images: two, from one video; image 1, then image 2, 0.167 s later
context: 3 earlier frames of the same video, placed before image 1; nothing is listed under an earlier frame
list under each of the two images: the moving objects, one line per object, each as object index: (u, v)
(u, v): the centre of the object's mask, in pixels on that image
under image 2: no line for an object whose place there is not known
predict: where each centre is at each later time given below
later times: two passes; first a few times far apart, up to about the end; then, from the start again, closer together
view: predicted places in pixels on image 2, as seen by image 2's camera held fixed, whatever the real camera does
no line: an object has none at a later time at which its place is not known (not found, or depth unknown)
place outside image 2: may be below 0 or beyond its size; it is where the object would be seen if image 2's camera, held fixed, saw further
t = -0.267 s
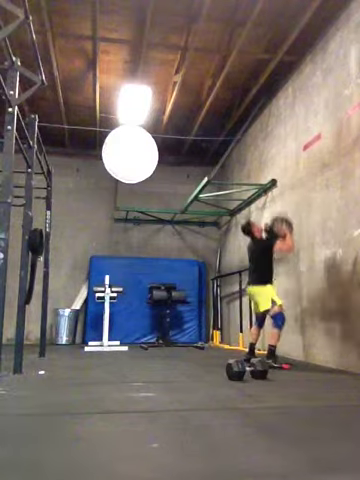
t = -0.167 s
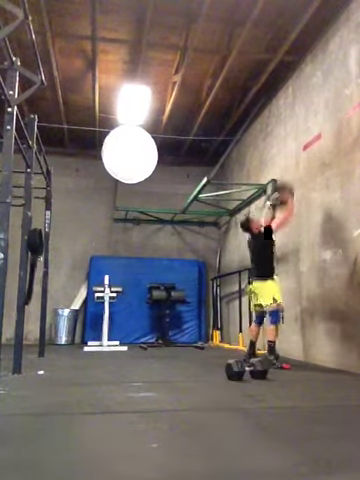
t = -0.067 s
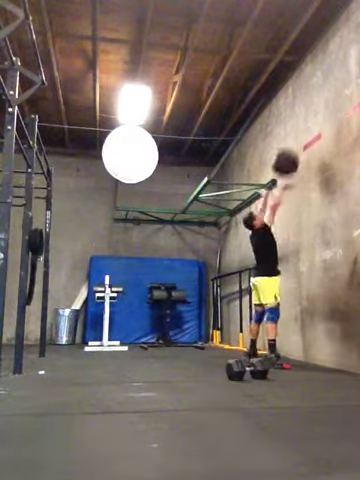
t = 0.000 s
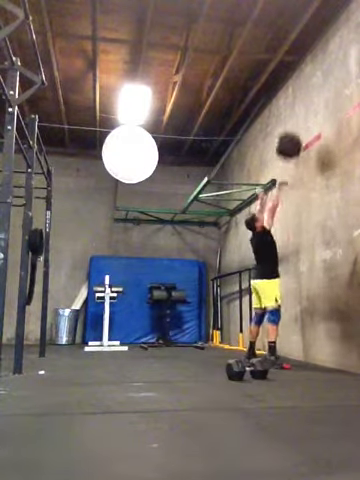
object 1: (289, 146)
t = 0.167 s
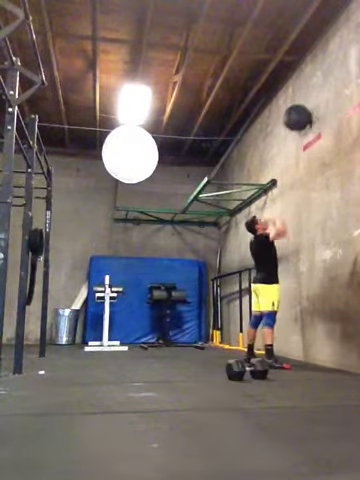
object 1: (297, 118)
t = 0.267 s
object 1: (300, 111)
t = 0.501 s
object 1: (294, 121)
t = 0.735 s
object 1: (288, 170)
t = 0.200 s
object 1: (299, 115)
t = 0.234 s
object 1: (300, 112)
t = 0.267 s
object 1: (300, 111)
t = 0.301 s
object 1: (300, 110)
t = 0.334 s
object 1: (299, 110)
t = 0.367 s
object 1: (298, 111)
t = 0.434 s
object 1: (297, 114)
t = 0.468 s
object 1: (295, 117)
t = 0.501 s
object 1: (294, 121)
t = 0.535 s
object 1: (293, 125)
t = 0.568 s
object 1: (292, 131)
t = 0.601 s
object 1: (292, 137)
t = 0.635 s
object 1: (291, 144)
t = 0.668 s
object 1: (290, 152)
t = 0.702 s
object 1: (289, 160)
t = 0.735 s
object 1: (288, 170)
